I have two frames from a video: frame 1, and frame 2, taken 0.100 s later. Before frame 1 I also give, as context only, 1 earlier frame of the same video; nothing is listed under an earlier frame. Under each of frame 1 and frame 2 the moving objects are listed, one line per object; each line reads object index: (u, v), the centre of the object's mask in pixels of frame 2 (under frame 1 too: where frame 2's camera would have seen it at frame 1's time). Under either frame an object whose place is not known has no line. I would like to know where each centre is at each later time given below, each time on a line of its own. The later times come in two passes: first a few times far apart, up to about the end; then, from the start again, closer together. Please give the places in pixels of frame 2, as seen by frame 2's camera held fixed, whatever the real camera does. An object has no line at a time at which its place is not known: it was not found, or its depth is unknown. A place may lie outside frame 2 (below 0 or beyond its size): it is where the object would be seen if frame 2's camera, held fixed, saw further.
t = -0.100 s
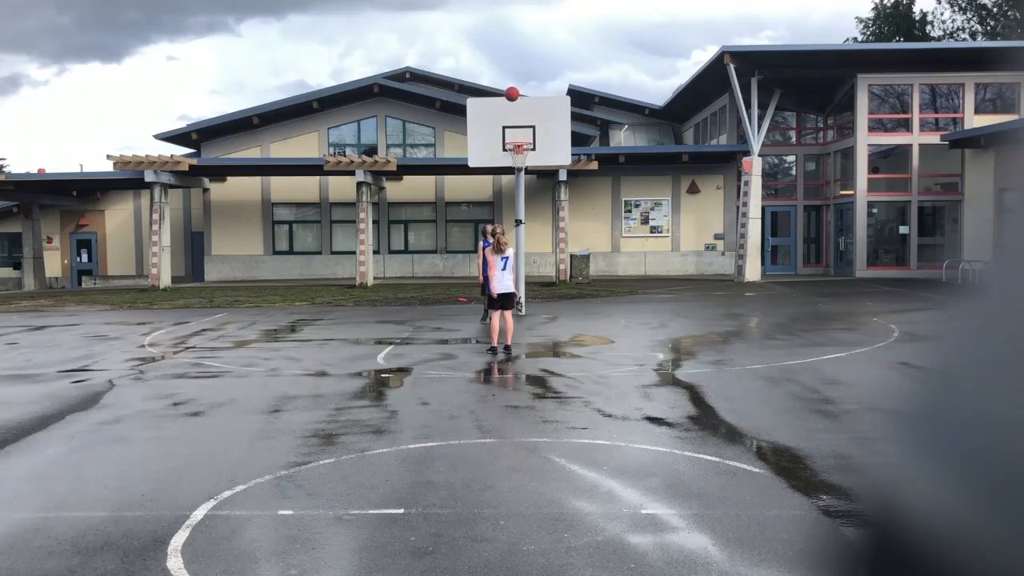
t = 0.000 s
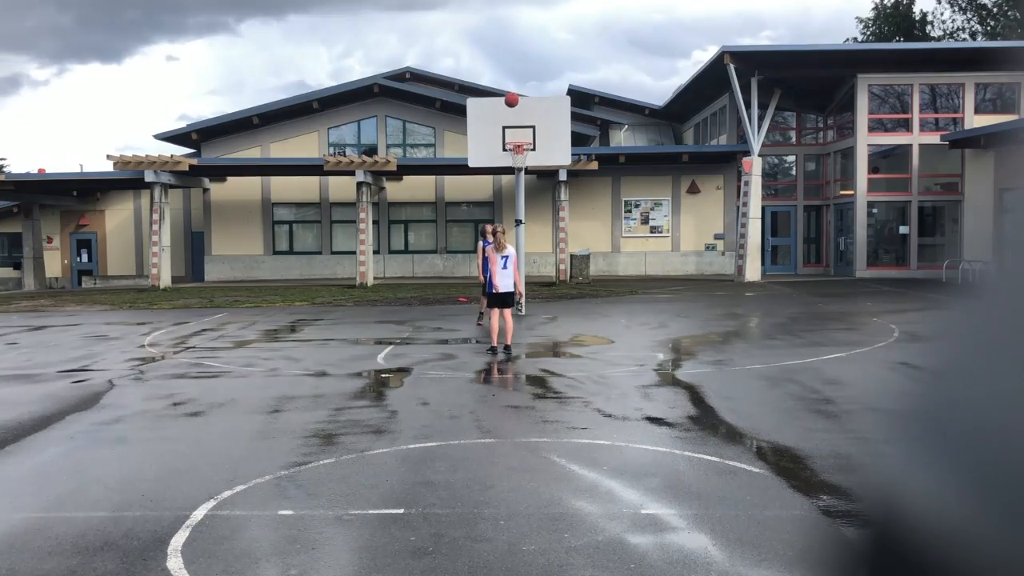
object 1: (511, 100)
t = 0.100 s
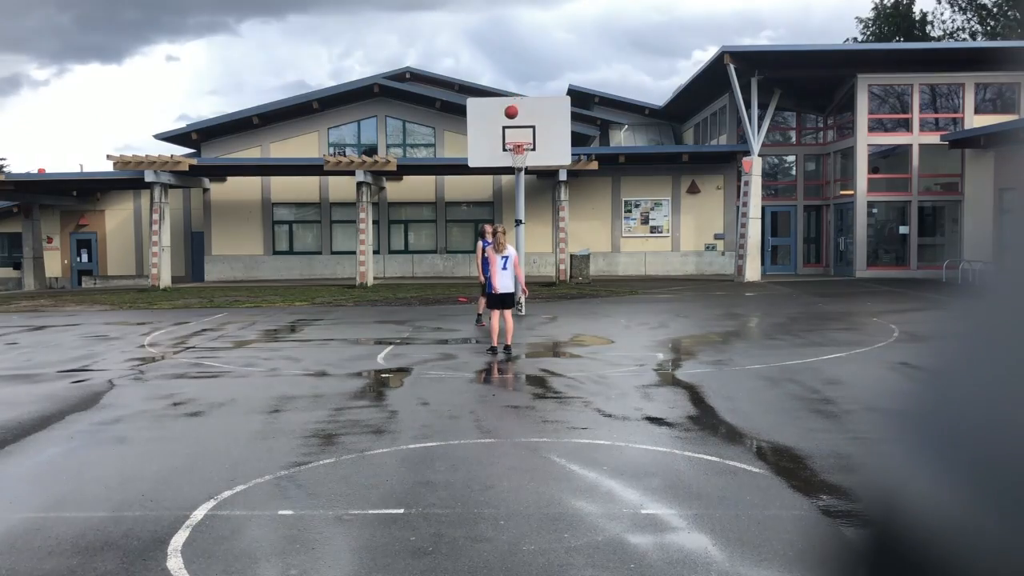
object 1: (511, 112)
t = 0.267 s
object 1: (513, 136)
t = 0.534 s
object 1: (553, 112)
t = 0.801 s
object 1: (593, 127)
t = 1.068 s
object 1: (633, 184)
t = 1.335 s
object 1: (672, 280)
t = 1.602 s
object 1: (702, 263)
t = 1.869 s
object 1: (727, 217)
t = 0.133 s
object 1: (511, 117)
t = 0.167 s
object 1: (511, 123)
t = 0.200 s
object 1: (511, 129)
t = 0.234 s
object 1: (511, 135)
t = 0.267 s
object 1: (513, 136)
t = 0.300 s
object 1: (518, 131)
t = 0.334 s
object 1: (523, 127)
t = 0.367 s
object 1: (528, 122)
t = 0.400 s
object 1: (533, 119)
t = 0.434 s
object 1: (538, 116)
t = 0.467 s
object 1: (543, 114)
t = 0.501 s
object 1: (548, 112)
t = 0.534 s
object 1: (553, 112)
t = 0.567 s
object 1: (558, 111)
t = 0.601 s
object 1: (563, 112)
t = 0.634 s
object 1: (569, 113)
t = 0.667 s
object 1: (573, 115)
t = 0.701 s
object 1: (579, 117)
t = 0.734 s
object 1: (583, 120)
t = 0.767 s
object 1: (588, 122)
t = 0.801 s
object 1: (593, 127)
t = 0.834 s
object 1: (599, 132)
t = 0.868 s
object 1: (604, 136)
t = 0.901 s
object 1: (608, 144)
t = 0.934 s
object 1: (613, 151)
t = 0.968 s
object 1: (618, 158)
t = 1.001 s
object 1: (623, 165)
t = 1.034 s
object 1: (628, 175)
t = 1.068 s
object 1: (633, 184)
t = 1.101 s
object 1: (638, 194)
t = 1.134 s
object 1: (642, 205)
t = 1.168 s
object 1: (647, 216)
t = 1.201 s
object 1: (652, 228)
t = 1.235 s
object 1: (657, 240)
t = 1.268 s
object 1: (662, 253)
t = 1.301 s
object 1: (667, 266)
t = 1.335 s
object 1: (672, 280)
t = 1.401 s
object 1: (682, 310)
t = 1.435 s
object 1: (685, 313)
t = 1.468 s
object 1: (689, 302)
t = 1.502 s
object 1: (692, 291)
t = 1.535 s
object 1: (696, 281)
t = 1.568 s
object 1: (698, 272)
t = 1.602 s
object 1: (702, 263)
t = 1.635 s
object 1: (705, 255)
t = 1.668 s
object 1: (708, 248)
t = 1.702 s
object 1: (711, 241)
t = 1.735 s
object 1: (715, 236)
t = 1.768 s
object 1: (718, 230)
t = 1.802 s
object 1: (721, 225)
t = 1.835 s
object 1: (724, 220)
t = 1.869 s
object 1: (727, 217)
